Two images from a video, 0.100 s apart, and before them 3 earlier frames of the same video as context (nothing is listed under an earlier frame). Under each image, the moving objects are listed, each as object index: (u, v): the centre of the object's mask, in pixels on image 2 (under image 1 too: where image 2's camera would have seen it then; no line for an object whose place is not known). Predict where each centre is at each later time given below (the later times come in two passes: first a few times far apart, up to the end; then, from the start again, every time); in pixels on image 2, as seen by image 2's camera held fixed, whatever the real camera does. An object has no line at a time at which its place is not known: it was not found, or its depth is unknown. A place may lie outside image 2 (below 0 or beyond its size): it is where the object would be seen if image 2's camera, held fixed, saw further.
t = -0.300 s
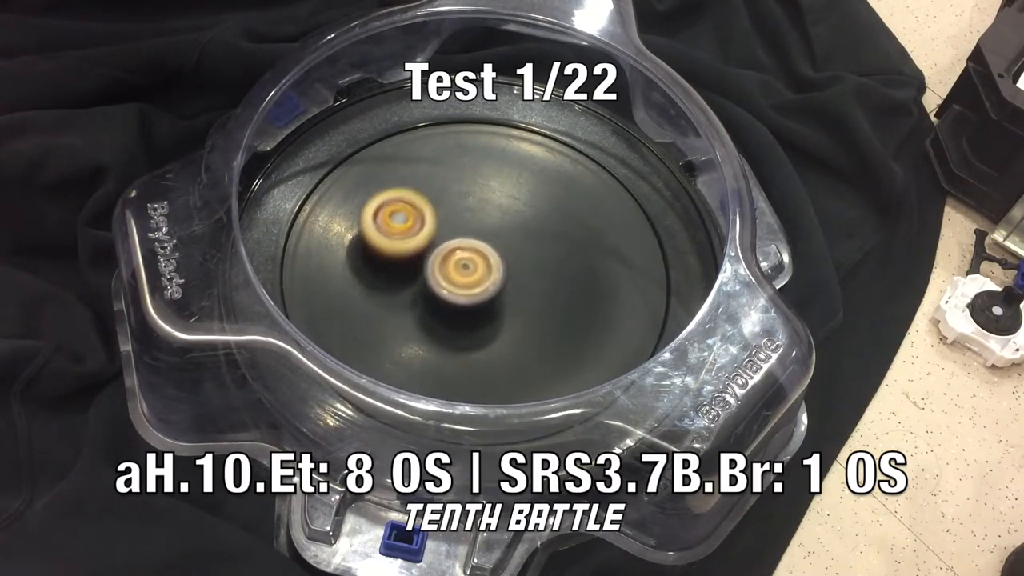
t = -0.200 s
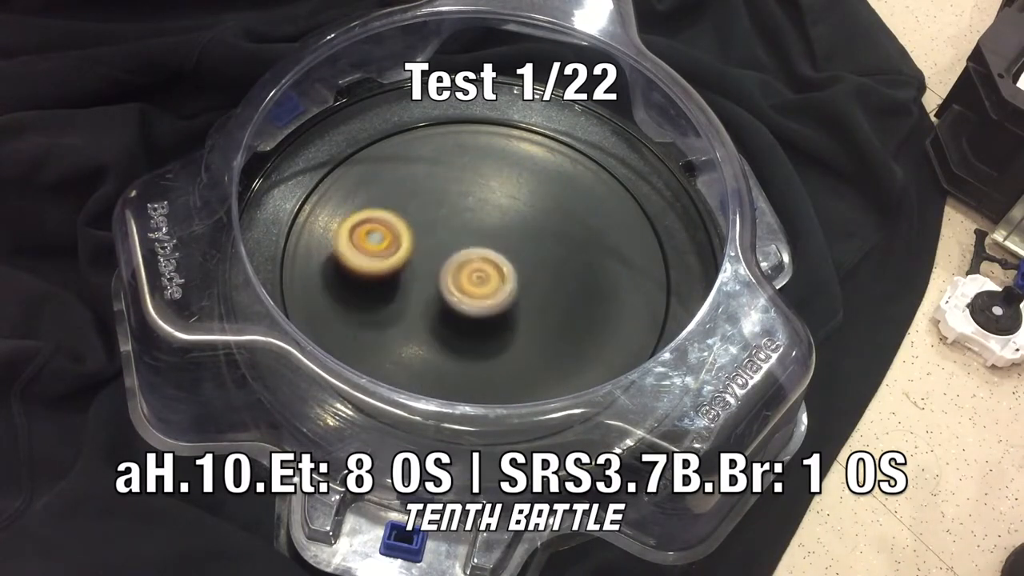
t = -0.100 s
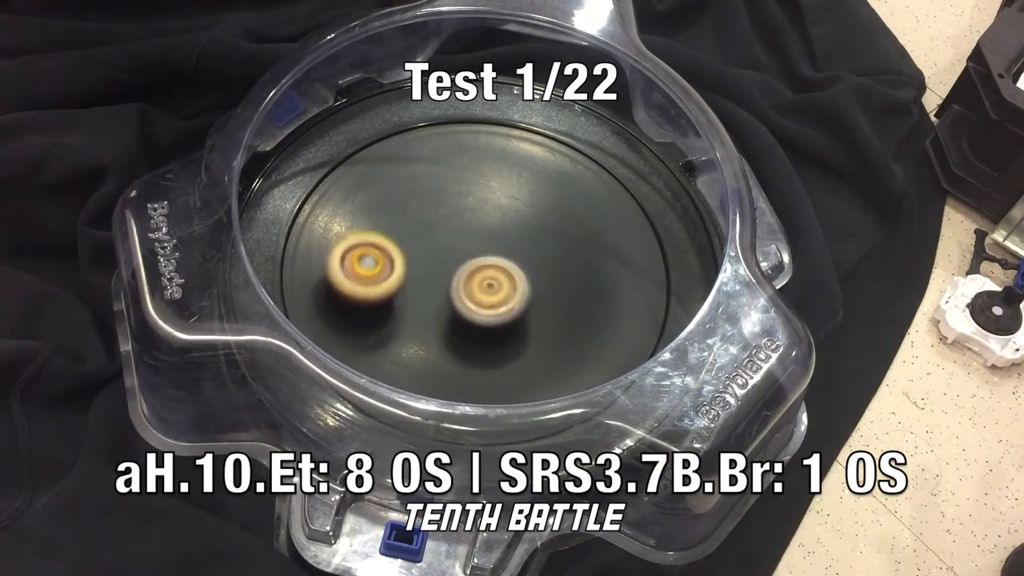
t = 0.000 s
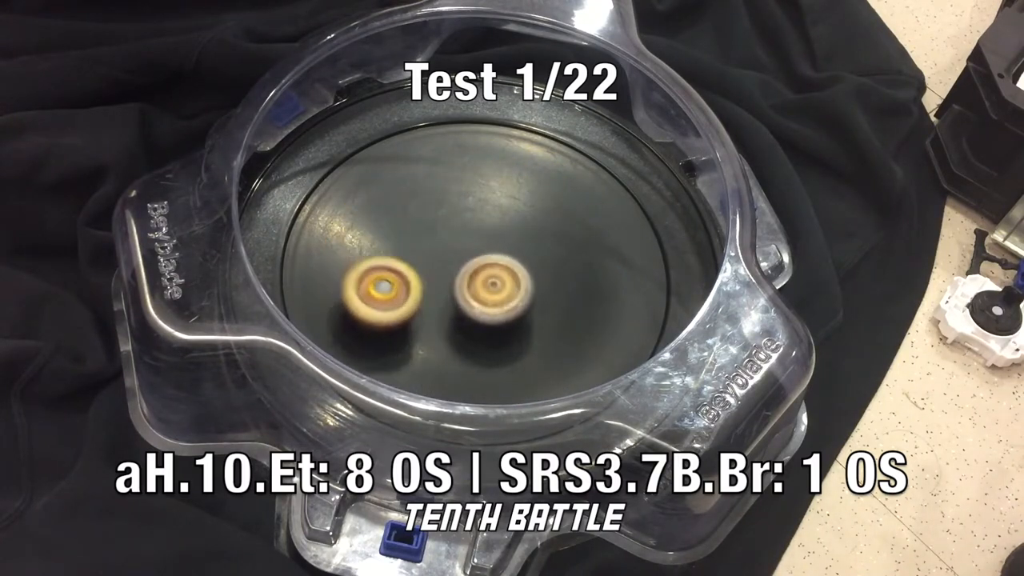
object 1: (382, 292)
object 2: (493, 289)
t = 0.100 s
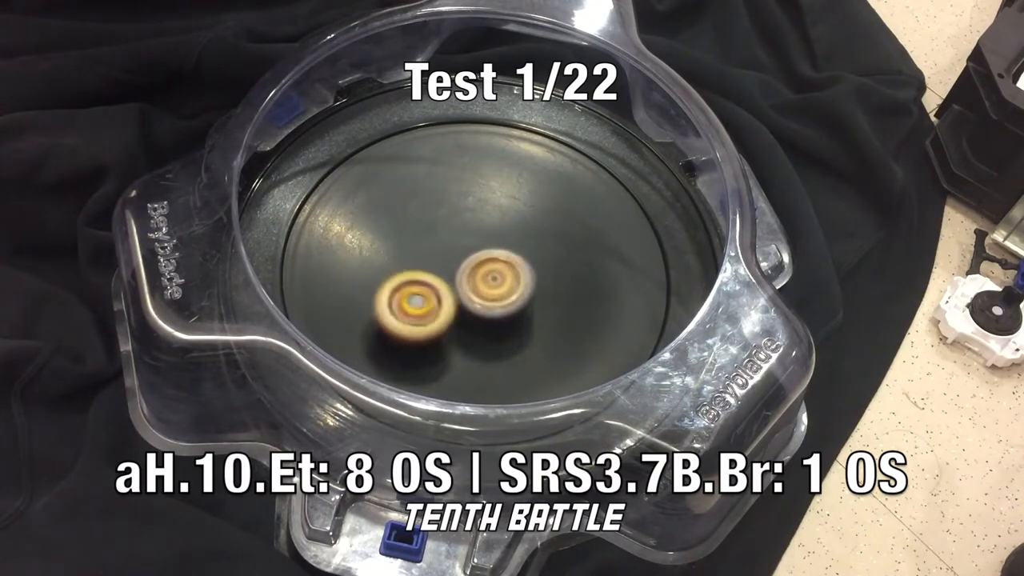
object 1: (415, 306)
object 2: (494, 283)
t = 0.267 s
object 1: (384, 312)
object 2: (554, 271)
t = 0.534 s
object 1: (417, 296)
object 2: (515, 262)
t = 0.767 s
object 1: (386, 248)
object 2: (532, 266)
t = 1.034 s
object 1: (402, 221)
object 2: (487, 268)
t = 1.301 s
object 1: (437, 191)
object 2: (470, 288)
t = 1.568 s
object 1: (481, 206)
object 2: (467, 277)
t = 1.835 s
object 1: (540, 215)
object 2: (461, 289)
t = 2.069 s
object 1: (555, 248)
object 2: (474, 276)
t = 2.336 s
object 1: (545, 296)
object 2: (447, 263)
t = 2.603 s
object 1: (498, 330)
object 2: (451, 261)
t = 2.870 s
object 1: (436, 338)
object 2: (477, 249)
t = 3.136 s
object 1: (404, 300)
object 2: (488, 254)
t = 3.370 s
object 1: (392, 237)
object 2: (509, 280)
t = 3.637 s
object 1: (421, 192)
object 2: (489, 290)
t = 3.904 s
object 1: (490, 213)
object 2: (453, 283)
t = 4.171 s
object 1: (549, 268)
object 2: (442, 259)
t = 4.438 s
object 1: (536, 322)
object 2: (466, 242)
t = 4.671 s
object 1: (476, 332)
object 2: (495, 251)
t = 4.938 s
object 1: (412, 286)
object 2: (502, 278)
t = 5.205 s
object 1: (408, 222)
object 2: (473, 298)
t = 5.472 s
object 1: (457, 201)
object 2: (440, 287)
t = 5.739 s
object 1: (538, 240)
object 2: (433, 251)
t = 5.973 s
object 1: (582, 281)
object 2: (462, 235)
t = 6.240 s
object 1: (534, 325)
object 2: (510, 253)
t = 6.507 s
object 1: (418, 331)
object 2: (513, 278)
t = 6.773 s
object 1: (374, 285)
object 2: (458, 298)
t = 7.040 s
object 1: (404, 208)
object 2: (449, 283)
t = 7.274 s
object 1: (480, 185)
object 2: (466, 255)
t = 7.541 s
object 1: (574, 214)
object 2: (476, 268)
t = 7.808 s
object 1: (590, 243)
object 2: (470, 282)
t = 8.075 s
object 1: (518, 307)
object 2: (441, 268)
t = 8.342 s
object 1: (428, 331)
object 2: (447, 242)
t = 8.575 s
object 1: (402, 299)
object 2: (483, 248)
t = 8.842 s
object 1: (436, 226)
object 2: (500, 282)
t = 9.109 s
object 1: (491, 204)
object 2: (463, 301)
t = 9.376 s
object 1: (530, 250)
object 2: (441, 270)
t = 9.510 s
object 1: (524, 286)
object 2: (451, 249)
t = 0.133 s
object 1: (407, 306)
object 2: (512, 280)
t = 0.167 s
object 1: (397, 308)
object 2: (530, 278)
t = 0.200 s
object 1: (389, 310)
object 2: (543, 275)
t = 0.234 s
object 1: (386, 311)
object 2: (551, 273)
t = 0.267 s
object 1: (384, 312)
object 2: (554, 271)
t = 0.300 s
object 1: (383, 313)
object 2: (554, 270)
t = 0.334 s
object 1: (384, 313)
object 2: (551, 268)
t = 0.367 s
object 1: (387, 313)
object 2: (547, 266)
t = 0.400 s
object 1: (391, 312)
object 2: (542, 265)
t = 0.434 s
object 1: (397, 309)
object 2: (536, 264)
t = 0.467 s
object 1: (403, 306)
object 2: (529, 263)
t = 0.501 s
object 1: (410, 302)
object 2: (522, 262)
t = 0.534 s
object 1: (417, 296)
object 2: (515, 262)
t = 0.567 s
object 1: (425, 290)
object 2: (508, 262)
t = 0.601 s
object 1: (423, 281)
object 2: (509, 262)
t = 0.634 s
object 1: (409, 272)
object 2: (521, 263)
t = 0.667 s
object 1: (399, 265)
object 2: (529, 263)
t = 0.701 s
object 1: (393, 259)
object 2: (533, 265)
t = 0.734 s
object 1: (389, 253)
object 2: (533, 265)
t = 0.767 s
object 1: (386, 248)
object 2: (532, 266)
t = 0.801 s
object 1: (385, 243)
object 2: (528, 267)
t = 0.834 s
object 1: (385, 238)
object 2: (524, 268)
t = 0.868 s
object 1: (385, 234)
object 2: (518, 268)
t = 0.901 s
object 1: (387, 231)
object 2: (512, 268)
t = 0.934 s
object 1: (389, 227)
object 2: (506, 268)
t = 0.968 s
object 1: (392, 225)
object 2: (499, 268)
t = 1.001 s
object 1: (397, 222)
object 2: (492, 268)
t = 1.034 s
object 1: (402, 221)
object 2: (487, 268)
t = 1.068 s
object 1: (409, 220)
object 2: (481, 267)
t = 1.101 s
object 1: (414, 217)
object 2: (476, 267)
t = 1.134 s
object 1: (418, 210)
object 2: (475, 272)
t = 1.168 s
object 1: (423, 203)
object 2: (474, 278)
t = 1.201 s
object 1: (427, 198)
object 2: (473, 281)
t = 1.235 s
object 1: (430, 195)
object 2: (472, 284)
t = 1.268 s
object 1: (433, 193)
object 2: (470, 287)
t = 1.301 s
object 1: (437, 191)
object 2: (470, 288)
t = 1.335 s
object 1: (441, 190)
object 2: (469, 288)
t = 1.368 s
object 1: (445, 189)
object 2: (468, 288)
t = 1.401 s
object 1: (449, 190)
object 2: (468, 287)
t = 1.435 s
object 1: (454, 192)
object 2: (467, 286)
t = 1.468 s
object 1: (460, 195)
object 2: (466, 284)
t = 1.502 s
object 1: (467, 199)
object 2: (466, 282)
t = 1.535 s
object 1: (474, 202)
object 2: (466, 279)
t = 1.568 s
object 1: (481, 206)
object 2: (467, 277)
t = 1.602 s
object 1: (491, 205)
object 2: (465, 281)
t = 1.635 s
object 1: (499, 204)
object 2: (463, 285)
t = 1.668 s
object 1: (507, 205)
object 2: (460, 288)
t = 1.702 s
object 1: (515, 206)
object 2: (459, 290)
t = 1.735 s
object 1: (523, 207)
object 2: (458, 291)
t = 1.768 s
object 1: (529, 209)
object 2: (459, 291)
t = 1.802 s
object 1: (535, 212)
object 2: (460, 290)
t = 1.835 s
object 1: (540, 215)
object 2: (461, 289)
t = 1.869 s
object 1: (545, 219)
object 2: (463, 287)
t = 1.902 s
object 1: (549, 222)
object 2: (465, 285)
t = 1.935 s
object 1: (552, 227)
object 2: (468, 283)
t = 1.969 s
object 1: (553, 232)
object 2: (471, 281)
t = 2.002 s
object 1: (553, 238)
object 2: (474, 279)
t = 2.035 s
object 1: (553, 244)
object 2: (476, 276)
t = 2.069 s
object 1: (555, 248)
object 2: (474, 276)
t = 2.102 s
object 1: (556, 253)
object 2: (470, 276)
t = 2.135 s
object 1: (555, 258)
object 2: (467, 275)
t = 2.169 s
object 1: (553, 265)
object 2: (465, 274)
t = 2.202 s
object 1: (551, 271)
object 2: (463, 272)
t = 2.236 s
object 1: (547, 277)
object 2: (462, 272)
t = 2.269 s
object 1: (547, 284)
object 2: (457, 269)
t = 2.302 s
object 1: (547, 290)
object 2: (452, 266)
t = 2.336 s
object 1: (545, 296)
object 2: (447, 263)
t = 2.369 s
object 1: (542, 302)
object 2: (445, 262)
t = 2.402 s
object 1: (537, 308)
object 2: (443, 261)
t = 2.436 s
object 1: (532, 312)
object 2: (443, 260)
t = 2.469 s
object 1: (527, 317)
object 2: (444, 259)
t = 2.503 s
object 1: (521, 321)
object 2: (445, 259)
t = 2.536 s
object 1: (513, 325)
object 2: (446, 260)
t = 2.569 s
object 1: (506, 327)
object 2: (449, 261)
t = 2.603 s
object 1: (498, 330)
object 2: (451, 261)
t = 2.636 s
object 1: (492, 331)
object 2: (453, 262)
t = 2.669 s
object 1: (484, 332)
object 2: (455, 263)
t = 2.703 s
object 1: (476, 332)
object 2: (458, 264)
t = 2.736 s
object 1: (467, 332)
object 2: (461, 263)
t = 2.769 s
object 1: (459, 336)
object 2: (465, 258)
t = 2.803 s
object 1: (451, 337)
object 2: (469, 254)
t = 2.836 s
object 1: (443, 338)
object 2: (473, 251)
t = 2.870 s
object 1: (436, 338)
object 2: (477, 249)
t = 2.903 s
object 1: (430, 336)
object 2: (480, 248)
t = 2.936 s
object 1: (424, 334)
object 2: (482, 248)
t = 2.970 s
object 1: (418, 329)
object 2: (484, 248)
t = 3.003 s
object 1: (414, 325)
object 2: (486, 248)
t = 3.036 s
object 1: (410, 319)
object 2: (486, 249)
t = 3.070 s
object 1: (407, 313)
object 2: (487, 251)
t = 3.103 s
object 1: (404, 307)
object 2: (488, 253)
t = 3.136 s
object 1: (404, 300)
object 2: (488, 254)
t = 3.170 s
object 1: (404, 293)
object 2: (488, 257)
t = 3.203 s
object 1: (404, 285)
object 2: (487, 260)
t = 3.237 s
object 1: (406, 277)
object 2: (486, 262)
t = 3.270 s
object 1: (400, 265)
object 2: (492, 266)
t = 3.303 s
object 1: (396, 255)
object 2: (501, 272)
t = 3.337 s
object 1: (393, 247)
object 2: (507, 276)
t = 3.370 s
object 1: (392, 237)
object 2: (509, 280)
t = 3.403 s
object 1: (392, 229)
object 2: (511, 284)
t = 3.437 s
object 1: (393, 223)
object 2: (510, 285)
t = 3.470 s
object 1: (396, 216)
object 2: (508, 288)
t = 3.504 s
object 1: (399, 208)
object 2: (506, 289)
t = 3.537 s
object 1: (403, 204)
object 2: (502, 289)
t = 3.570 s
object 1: (409, 199)
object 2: (498, 290)
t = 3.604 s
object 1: (415, 194)
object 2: (494, 289)
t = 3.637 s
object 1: (421, 192)
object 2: (489, 290)
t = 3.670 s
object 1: (429, 191)
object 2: (485, 290)
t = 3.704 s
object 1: (437, 191)
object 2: (480, 289)
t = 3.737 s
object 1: (445, 193)
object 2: (475, 289)
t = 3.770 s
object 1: (453, 194)
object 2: (470, 287)
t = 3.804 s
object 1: (462, 198)
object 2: (466, 287)
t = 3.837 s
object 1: (472, 203)
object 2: (460, 286)
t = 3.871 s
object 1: (481, 207)
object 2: (456, 284)
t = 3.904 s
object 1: (490, 213)
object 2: (453, 283)
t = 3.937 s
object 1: (502, 221)
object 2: (448, 281)
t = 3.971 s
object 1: (509, 226)
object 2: (446, 278)
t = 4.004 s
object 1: (519, 233)
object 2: (443, 276)
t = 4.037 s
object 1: (529, 240)
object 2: (441, 273)
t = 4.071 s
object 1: (534, 247)
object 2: (441, 269)
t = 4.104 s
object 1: (540, 254)
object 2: (440, 266)
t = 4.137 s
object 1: (546, 261)
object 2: (441, 262)
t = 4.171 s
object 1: (549, 268)
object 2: (442, 259)
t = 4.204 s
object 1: (552, 276)
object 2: (443, 255)
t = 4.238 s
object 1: (553, 283)
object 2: (446, 253)
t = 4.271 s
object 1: (553, 291)
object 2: (448, 250)
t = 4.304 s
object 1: (553, 298)
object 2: (451, 248)
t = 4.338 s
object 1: (550, 305)
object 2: (455, 246)
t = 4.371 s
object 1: (546, 312)
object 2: (458, 244)
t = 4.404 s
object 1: (542, 317)
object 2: (461, 243)
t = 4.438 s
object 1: (536, 322)
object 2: (466, 242)
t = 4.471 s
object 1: (530, 326)
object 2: (470, 242)
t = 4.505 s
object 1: (523, 330)
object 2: (474, 243)
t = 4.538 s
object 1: (513, 332)
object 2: (479, 243)
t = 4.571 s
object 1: (505, 334)
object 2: (483, 244)
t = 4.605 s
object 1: (497, 334)
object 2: (488, 246)
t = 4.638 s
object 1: (485, 334)
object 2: (491, 247)
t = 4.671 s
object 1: (476, 332)
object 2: (495, 251)
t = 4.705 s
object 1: (467, 330)
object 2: (498, 252)
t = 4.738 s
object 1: (458, 327)
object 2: (500, 256)
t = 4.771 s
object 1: (448, 322)
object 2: (503, 259)
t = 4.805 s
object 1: (439, 316)
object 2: (504, 262)
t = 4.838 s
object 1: (432, 311)
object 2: (504, 266)
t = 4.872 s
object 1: (426, 303)
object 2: (505, 269)
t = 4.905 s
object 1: (417, 295)
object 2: (503, 274)
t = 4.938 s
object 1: (412, 286)
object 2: (502, 278)
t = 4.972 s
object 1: (408, 278)
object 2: (500, 281)
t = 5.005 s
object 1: (405, 270)
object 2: (497, 285)
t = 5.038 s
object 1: (404, 262)
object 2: (494, 287)
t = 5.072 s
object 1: (402, 251)
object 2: (490, 291)
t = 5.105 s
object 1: (403, 244)
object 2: (486, 293)
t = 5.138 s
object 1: (404, 236)
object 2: (482, 296)
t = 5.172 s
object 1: (406, 229)
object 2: (477, 298)
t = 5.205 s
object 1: (408, 222)
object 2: (473, 298)
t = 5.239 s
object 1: (412, 215)
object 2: (467, 299)
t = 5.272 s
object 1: (417, 210)
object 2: (462, 299)
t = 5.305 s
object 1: (422, 206)
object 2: (458, 299)
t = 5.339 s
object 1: (427, 203)
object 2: (453, 297)
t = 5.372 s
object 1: (434, 201)
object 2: (449, 295)
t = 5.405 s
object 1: (441, 199)
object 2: (445, 293)
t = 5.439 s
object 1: (448, 200)
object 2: (442, 290)
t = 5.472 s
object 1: (457, 201)
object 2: (440, 287)
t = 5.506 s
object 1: (465, 203)
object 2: (437, 283)
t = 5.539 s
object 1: (473, 208)
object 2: (437, 279)
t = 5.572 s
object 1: (482, 211)
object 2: (436, 275)
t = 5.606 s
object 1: (490, 216)
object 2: (437, 271)
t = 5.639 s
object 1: (501, 223)
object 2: (439, 266)
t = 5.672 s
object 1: (512, 229)
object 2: (437, 262)
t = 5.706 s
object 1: (526, 235)
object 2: (435, 257)
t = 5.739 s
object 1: (538, 240)
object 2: (433, 251)
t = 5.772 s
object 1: (550, 244)
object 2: (435, 247)
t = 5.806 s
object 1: (560, 249)
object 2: (437, 243)
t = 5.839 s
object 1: (568, 255)
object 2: (441, 240)
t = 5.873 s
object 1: (574, 261)
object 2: (445, 237)
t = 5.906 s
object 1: (578, 267)
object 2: (450, 235)
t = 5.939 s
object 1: (581, 274)
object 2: (456, 235)
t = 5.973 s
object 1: (582, 281)
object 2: (462, 235)
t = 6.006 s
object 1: (582, 288)
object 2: (469, 235)
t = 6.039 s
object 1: (580, 295)
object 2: (475, 236)
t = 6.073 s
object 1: (575, 301)
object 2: (482, 238)
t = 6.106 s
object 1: (570, 308)
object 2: (488, 240)
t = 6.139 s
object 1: (562, 313)
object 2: (494, 243)
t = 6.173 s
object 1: (554, 318)
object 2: (501, 245)
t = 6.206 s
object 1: (544, 322)
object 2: (505, 250)
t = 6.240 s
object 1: (534, 325)
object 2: (510, 253)
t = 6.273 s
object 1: (523, 327)
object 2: (513, 258)
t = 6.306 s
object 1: (510, 328)
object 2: (515, 261)
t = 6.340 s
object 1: (494, 331)
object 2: (517, 263)
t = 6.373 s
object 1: (478, 334)
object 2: (520, 264)
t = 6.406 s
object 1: (462, 335)
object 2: (520, 268)
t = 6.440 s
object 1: (447, 335)
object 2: (520, 271)
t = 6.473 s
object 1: (432, 334)
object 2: (516, 275)
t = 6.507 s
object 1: (418, 331)
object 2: (513, 278)
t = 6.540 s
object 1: (408, 328)
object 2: (507, 282)
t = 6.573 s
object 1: (398, 324)
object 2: (503, 284)
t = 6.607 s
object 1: (391, 319)
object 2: (496, 288)
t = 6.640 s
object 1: (385, 314)
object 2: (490, 291)
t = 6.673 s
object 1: (381, 309)
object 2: (482, 294)
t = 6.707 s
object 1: (377, 302)
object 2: (474, 295)
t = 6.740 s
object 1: (376, 295)
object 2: (464, 297)
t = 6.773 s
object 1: (374, 285)
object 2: (458, 298)
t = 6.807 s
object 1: (371, 274)
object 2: (455, 299)
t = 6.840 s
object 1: (372, 262)
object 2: (454, 299)
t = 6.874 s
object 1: (373, 253)
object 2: (451, 299)
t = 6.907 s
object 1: (377, 243)
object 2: (450, 297)
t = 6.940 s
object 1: (381, 234)
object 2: (448, 294)
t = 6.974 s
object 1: (388, 224)
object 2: (448, 290)
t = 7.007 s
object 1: (395, 216)
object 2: (447, 286)
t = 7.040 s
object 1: (404, 208)
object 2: (449, 283)
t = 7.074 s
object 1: (413, 201)
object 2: (449, 279)
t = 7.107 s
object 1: (423, 195)
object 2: (452, 275)
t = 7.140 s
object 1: (433, 191)
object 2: (453, 269)
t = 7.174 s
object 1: (445, 188)
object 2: (457, 266)
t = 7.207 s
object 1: (455, 186)
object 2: (459, 261)
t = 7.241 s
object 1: (467, 185)
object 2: (464, 258)
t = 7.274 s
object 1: (480, 185)
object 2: (466, 255)
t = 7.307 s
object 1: (497, 186)
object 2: (469, 255)
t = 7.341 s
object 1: (510, 190)
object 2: (468, 256)
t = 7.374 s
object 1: (525, 194)
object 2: (471, 258)
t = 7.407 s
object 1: (538, 199)
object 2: (471, 260)
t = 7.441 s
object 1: (549, 202)
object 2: (474, 262)
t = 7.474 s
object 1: (559, 206)
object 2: (474, 265)
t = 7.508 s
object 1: (566, 210)
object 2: (476, 265)
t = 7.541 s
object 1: (574, 214)
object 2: (476, 268)
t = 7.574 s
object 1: (579, 217)
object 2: (476, 269)
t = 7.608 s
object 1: (584, 220)
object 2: (477, 272)
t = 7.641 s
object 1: (587, 223)
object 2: (476, 273)
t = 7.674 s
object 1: (590, 227)
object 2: (476, 276)
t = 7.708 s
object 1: (590, 230)
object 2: (473, 279)
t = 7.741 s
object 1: (591, 234)
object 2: (473, 279)
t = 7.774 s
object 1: (590, 238)
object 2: (471, 281)
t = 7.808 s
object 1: (590, 243)
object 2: (470, 282)
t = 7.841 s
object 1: (587, 251)
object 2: (467, 283)
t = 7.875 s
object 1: (580, 258)
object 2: (465, 283)
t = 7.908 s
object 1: (572, 267)
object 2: (463, 283)
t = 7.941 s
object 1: (560, 276)
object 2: (461, 282)
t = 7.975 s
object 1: (549, 283)
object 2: (460, 281)
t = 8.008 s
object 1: (536, 292)
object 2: (456, 278)
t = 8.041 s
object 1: (528, 301)
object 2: (448, 273)
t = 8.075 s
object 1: (518, 307)
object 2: (441, 268)
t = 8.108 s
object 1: (506, 313)
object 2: (438, 263)
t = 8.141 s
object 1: (493, 320)
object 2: (434, 258)
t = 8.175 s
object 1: (479, 325)
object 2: (434, 255)
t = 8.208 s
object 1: (466, 328)
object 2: (434, 251)
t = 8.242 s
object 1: (454, 330)
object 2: (436, 247)
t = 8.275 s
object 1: (445, 332)
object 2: (439, 245)
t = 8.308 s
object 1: (436, 332)
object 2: (442, 242)
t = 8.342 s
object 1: (428, 331)
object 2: (447, 242)
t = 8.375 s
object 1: (421, 329)
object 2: (450, 240)
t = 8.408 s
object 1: (415, 327)
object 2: (456, 240)
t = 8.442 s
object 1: (411, 323)
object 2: (460, 241)
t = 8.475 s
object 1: (407, 319)
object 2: (466, 241)
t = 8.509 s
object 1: (405, 315)
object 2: (471, 244)
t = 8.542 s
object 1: (403, 307)
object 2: (476, 245)
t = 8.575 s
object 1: (402, 299)
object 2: (483, 248)
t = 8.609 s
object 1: (402, 290)
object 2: (487, 252)
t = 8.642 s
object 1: (404, 280)
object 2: (493, 254)
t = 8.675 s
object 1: (408, 273)
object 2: (496, 260)
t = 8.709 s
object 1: (413, 264)
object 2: (499, 263)
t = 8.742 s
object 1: (420, 254)
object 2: (502, 268)
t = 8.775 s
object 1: (425, 244)
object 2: (502, 272)
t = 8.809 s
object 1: (430, 233)
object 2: (503, 277)
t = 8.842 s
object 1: (436, 226)
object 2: (500, 282)
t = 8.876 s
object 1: (440, 218)
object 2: (498, 286)
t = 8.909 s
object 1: (448, 213)
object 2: (494, 291)
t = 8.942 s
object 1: (455, 208)
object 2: (490, 294)
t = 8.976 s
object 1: (462, 203)
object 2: (486, 296)
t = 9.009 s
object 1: (469, 202)
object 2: (480, 300)
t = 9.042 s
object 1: (476, 201)
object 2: (474, 301)
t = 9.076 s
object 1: (484, 202)
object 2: (468, 301)
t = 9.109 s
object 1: (491, 204)
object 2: (463, 301)
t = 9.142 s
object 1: (499, 206)
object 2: (457, 299)
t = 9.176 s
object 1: (506, 211)
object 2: (452, 298)
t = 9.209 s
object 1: (513, 216)
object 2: (448, 294)
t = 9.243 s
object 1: (518, 222)
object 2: (443, 290)
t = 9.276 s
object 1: (523, 227)
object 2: (440, 286)
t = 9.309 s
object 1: (526, 235)
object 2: (439, 280)
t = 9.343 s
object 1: (528, 243)
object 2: (438, 275)
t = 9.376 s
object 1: (530, 250)
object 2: (441, 270)
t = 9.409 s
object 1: (530, 259)
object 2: (441, 264)
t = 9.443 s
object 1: (528, 267)
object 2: (444, 260)
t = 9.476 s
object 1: (527, 276)
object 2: (447, 255)
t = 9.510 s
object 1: (524, 286)
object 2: (451, 249)
